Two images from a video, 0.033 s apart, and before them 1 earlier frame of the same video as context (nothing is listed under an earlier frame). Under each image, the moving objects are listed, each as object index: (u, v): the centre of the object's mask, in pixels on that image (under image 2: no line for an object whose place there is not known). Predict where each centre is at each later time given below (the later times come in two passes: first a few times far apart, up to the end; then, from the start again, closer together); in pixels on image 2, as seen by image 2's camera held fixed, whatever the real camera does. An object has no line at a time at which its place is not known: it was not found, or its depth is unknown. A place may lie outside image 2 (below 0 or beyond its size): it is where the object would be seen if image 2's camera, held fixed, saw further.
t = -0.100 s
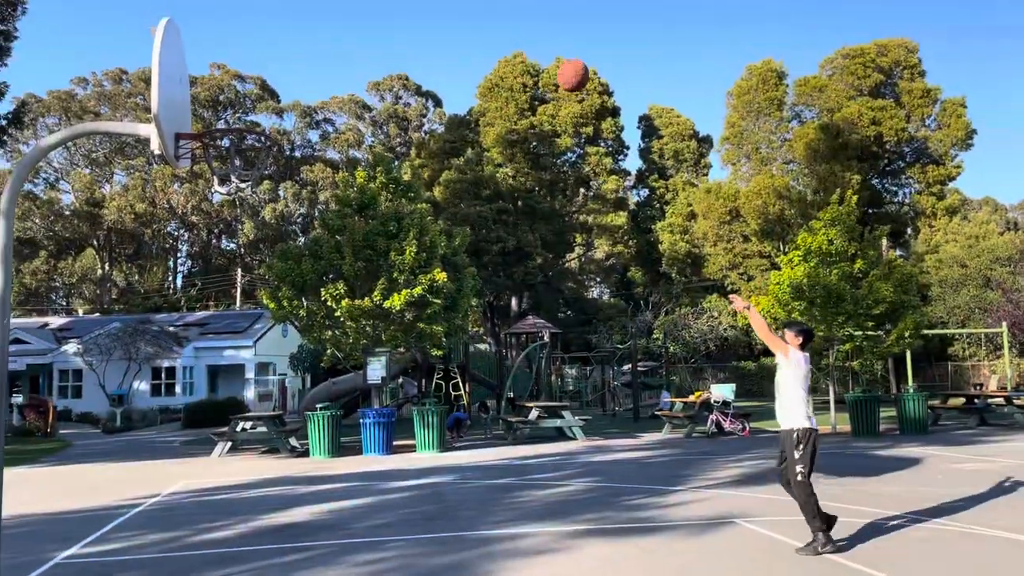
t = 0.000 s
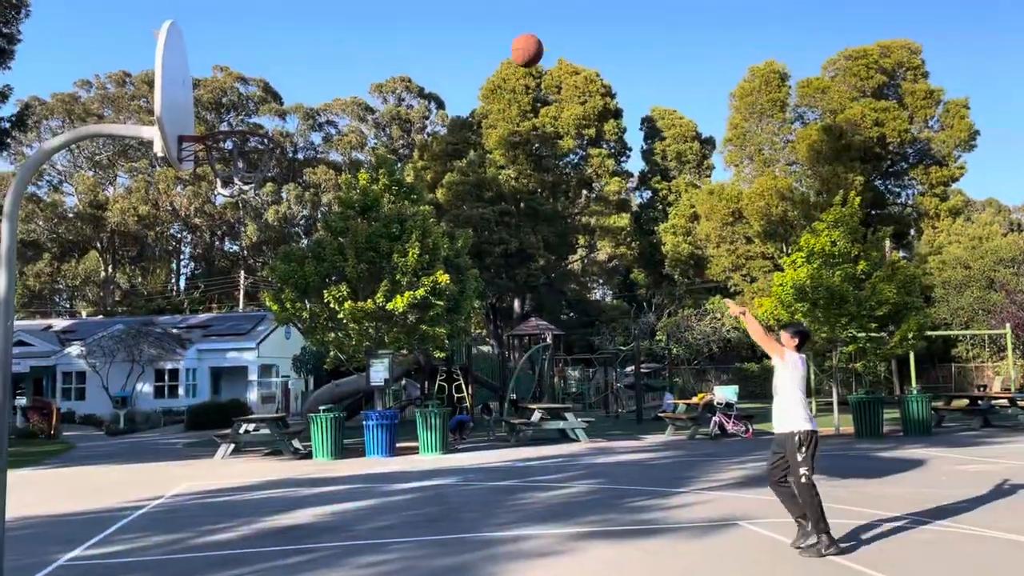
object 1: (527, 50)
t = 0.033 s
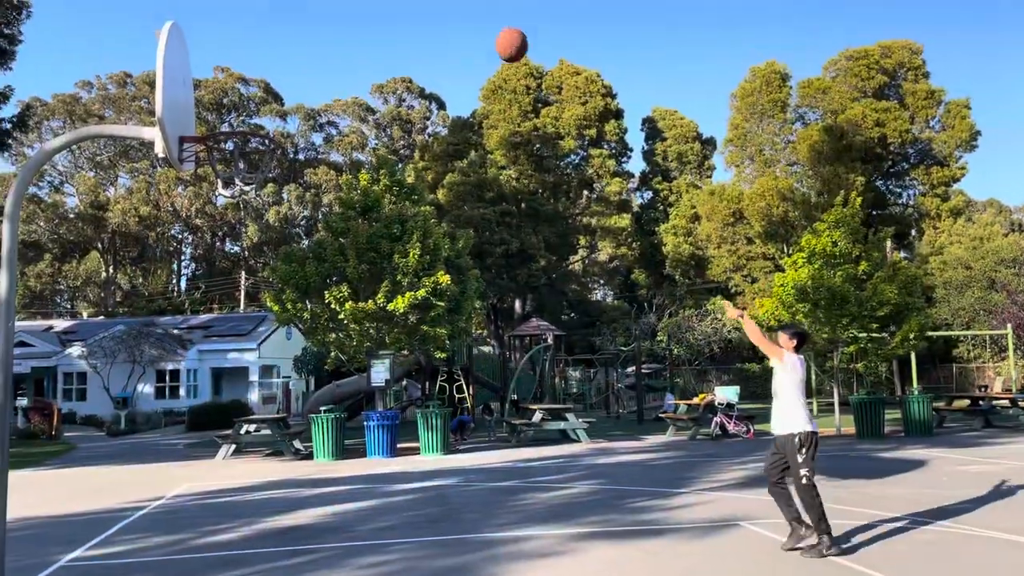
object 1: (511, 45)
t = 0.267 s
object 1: (394, 42)
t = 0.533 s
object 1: (262, 112)
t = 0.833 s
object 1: (218, 26)
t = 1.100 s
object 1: (197, 50)
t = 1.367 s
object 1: (223, 163)
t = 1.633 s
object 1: (249, 402)
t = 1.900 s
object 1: (278, 524)
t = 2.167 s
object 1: (313, 339)
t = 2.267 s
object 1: (326, 303)
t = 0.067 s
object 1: (495, 40)
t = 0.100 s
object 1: (478, 37)
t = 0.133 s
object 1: (462, 35)
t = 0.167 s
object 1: (445, 34)
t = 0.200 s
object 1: (428, 36)
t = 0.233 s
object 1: (411, 38)
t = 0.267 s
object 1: (394, 42)
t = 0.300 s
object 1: (377, 48)
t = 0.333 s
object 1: (359, 55)
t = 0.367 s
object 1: (342, 64)
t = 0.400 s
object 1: (324, 75)
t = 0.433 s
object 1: (306, 87)
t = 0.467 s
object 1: (288, 101)
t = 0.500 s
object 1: (271, 117)
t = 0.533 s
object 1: (262, 112)
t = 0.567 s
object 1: (259, 96)
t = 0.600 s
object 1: (253, 81)
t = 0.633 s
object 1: (248, 69)
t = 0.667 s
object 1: (243, 58)
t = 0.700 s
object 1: (238, 49)
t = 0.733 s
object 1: (233, 41)
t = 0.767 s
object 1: (228, 34)
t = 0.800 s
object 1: (223, 30)
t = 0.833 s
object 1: (218, 26)
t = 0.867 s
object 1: (213, 25)
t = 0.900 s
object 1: (208, 24)
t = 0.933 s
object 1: (203, 26)
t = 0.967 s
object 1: (197, 30)
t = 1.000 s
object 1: (192, 35)
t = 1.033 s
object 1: (190, 39)
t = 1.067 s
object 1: (194, 44)
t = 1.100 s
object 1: (197, 50)
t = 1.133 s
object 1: (200, 57)
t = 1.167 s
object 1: (204, 67)
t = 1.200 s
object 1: (207, 78)
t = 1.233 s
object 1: (210, 91)
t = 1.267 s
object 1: (214, 106)
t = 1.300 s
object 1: (217, 123)
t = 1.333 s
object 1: (219, 142)
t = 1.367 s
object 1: (223, 163)
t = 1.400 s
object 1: (228, 185)
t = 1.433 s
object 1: (230, 209)
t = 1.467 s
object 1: (234, 236)
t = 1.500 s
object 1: (235, 265)
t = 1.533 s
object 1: (239, 295)
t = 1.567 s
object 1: (242, 329)
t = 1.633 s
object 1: (249, 402)
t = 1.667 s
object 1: (251, 441)
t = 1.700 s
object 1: (256, 484)
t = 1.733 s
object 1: (259, 528)
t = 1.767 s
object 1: (264, 571)
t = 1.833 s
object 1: (271, 580)
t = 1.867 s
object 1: (274, 557)
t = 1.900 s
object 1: (278, 524)
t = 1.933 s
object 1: (282, 494)
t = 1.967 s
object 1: (287, 465)
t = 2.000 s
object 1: (291, 439)
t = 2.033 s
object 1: (295, 415)
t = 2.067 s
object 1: (299, 393)
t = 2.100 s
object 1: (304, 372)
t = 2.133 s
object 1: (308, 355)
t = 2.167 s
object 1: (313, 339)
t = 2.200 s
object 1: (317, 325)
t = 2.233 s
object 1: (321, 313)
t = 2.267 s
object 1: (326, 303)
